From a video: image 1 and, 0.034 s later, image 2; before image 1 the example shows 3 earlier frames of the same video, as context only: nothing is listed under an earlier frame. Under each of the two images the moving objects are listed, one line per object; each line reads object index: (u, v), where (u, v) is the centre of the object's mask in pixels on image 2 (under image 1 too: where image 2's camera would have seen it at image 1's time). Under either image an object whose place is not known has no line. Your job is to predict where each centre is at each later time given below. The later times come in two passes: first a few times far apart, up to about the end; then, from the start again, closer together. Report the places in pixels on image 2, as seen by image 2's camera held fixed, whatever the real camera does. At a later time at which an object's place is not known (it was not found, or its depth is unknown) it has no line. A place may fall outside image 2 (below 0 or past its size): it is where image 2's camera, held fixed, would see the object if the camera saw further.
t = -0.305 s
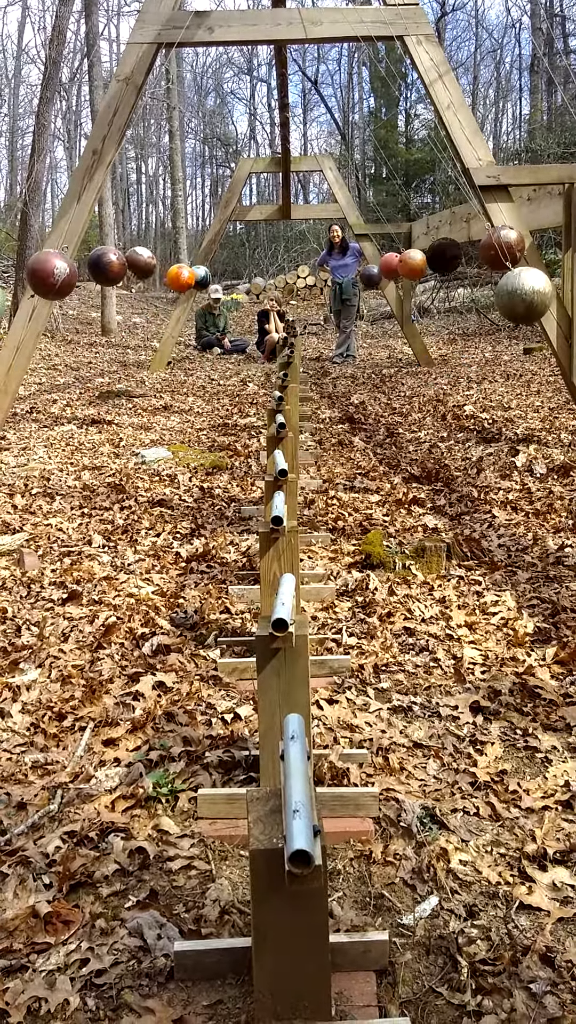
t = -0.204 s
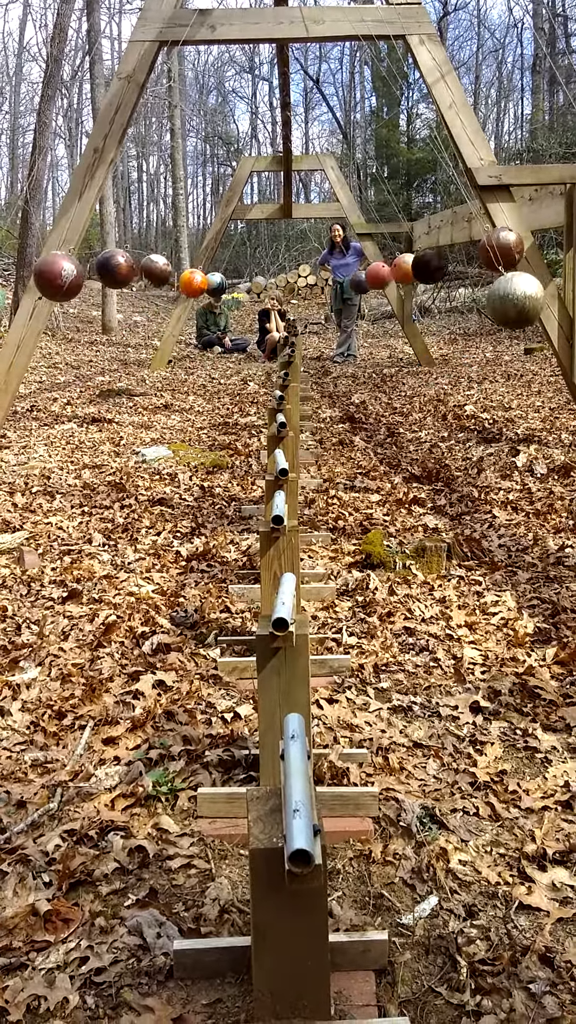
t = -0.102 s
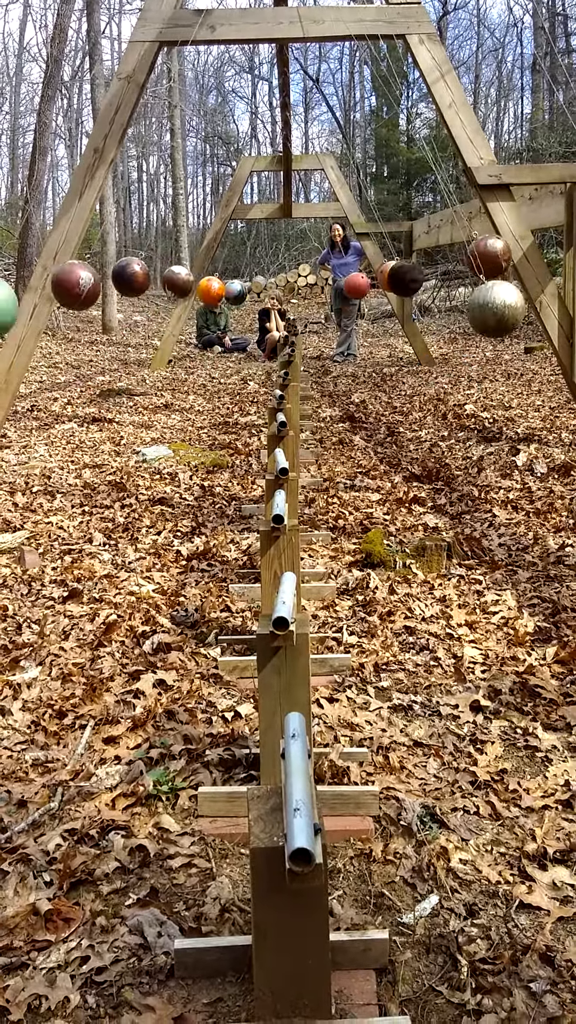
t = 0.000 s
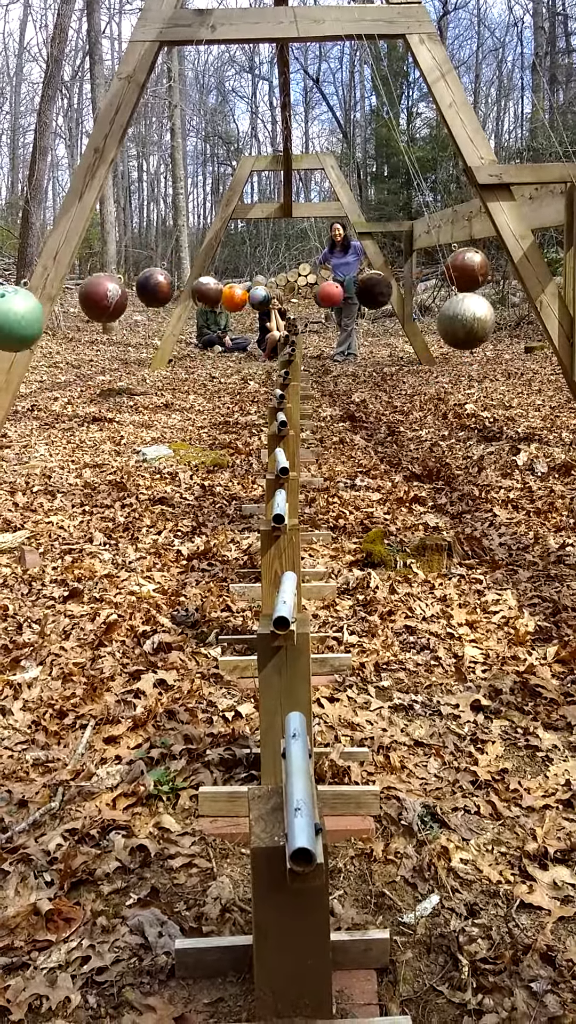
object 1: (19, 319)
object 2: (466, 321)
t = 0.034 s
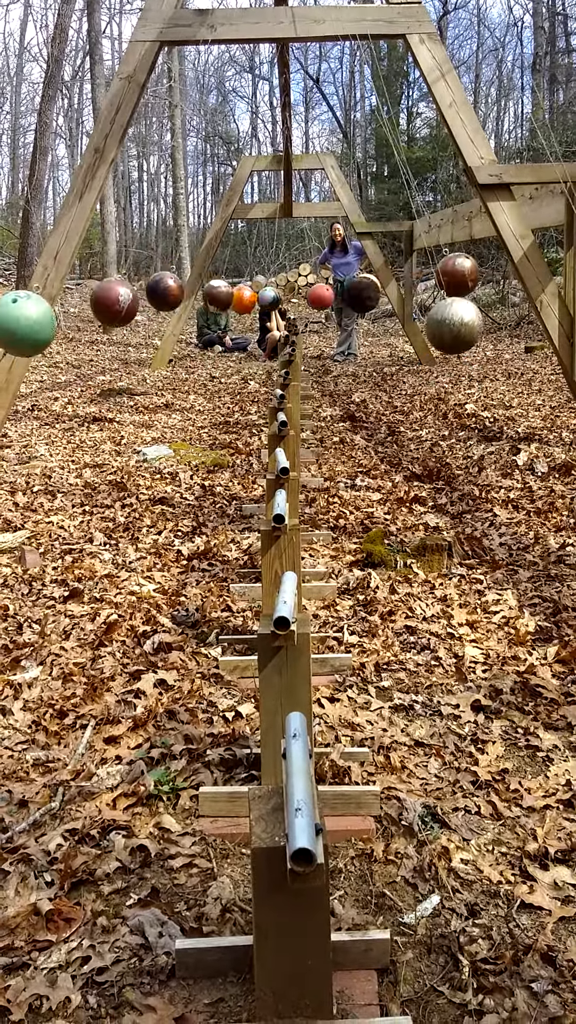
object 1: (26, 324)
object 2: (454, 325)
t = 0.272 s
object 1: (138, 361)
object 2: (346, 352)
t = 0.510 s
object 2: (222, 353)
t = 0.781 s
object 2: (107, 326)
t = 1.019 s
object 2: (59, 308)
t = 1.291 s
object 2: (74, 315)
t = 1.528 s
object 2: (146, 339)
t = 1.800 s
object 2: (270, 356)
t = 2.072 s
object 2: (399, 342)
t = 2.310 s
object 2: (484, 314)
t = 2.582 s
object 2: (522, 296)
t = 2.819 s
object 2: (496, 310)
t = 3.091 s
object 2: (399, 342)
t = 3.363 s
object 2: (262, 356)
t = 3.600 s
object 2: (148, 340)
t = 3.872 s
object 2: (71, 313)
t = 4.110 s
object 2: (63, 309)
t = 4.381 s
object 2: (120, 331)
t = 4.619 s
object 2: (217, 352)
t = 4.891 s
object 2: (339, 344)
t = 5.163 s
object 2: (461, 324)
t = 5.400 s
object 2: (515, 300)
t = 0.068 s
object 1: (36, 329)
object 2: (441, 330)
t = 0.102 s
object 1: (50, 334)
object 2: (427, 334)
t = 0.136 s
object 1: (66, 340)
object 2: (412, 339)
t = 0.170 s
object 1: (82, 345)
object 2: (397, 343)
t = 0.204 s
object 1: (99, 351)
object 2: (381, 346)
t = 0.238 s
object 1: (118, 356)
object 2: (364, 349)
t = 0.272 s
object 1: (138, 361)
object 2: (346, 352)
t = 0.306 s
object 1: (158, 365)
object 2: (329, 354)
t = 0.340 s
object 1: (179, 369)
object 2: (310, 356)
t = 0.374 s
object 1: (200, 372)
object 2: (293, 356)
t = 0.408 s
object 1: (223, 374)
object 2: (276, 357)
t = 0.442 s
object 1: (245, 375)
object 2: (266, 345)
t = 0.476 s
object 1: (267, 376)
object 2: (233, 350)
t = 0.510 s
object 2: (222, 353)
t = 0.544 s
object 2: (205, 351)
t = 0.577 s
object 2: (189, 349)
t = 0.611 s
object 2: (173, 346)
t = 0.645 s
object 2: (159, 342)
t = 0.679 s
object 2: (142, 337)
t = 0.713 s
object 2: (131, 333)
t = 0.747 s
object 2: (119, 329)
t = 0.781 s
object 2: (107, 326)
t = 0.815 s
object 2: (97, 324)
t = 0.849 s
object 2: (88, 320)
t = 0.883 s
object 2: (79, 317)
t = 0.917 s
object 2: (72, 314)
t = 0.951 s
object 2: (67, 312)
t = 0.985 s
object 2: (62, 310)
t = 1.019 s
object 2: (59, 308)
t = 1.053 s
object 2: (57, 307)
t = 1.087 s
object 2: (56, 306)
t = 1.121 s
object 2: (56, 307)
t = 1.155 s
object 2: (58, 307)
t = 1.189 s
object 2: (60, 308)
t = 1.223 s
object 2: (64, 310)
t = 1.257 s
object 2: (69, 312)
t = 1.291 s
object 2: (74, 315)
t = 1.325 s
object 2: (81, 318)
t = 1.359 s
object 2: (90, 321)
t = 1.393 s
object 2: (99, 324)
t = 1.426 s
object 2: (110, 328)
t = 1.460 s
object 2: (121, 332)
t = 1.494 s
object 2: (134, 336)
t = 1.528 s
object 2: (146, 339)
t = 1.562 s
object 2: (159, 342)
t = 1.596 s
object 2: (174, 345)
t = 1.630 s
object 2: (189, 348)
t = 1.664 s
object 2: (205, 350)
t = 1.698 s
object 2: (221, 353)
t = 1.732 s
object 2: (237, 354)
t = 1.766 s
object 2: (253, 355)
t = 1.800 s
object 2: (270, 356)
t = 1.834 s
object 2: (287, 356)
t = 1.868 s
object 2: (303, 356)
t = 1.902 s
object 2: (319, 354)
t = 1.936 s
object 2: (332, 339)
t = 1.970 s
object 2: (359, 346)
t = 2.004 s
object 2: (369, 348)
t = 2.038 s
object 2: (385, 344)
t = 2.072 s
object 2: (399, 342)
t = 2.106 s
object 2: (413, 339)
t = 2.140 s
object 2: (428, 334)
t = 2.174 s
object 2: (442, 330)
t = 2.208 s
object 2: (453, 326)
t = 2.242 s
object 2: (464, 322)
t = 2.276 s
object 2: (474, 317)
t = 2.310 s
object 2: (484, 314)
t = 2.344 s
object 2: (492, 310)
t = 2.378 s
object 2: (500, 307)
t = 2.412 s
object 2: (506, 304)
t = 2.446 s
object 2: (512, 302)
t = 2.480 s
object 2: (515, 299)
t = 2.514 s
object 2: (519, 298)
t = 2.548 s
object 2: (521, 297)
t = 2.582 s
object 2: (522, 296)
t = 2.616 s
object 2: (522, 296)
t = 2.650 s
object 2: (520, 297)
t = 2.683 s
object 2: (518, 298)
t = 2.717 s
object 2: (514, 300)
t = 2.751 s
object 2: (509, 303)
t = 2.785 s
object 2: (503, 306)
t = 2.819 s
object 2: (496, 310)
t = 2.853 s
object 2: (487, 313)
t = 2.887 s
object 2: (477, 317)
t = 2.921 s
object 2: (467, 321)
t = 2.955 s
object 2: (456, 325)
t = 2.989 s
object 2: (443, 329)
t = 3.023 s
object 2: (429, 334)
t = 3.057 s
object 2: (415, 338)
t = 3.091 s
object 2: (399, 342)
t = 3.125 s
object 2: (383, 344)
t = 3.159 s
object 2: (367, 348)
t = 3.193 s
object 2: (350, 351)
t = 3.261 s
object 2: (315, 355)
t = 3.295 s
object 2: (297, 356)
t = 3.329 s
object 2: (280, 356)
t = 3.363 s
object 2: (262, 356)
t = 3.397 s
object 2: (253, 350)
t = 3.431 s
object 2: (220, 344)
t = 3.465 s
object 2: (210, 351)
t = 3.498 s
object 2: (194, 349)
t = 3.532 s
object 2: (179, 346)
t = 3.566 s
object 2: (164, 344)
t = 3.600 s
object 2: (148, 340)
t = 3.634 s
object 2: (136, 336)
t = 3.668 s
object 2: (123, 333)
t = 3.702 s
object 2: (113, 329)
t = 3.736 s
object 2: (101, 326)
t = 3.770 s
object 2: (93, 323)
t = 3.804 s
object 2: (84, 319)
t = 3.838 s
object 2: (76, 316)
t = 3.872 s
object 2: (71, 313)
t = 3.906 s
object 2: (67, 311)
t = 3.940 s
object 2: (63, 310)
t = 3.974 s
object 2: (60, 309)
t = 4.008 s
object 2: (59, 309)
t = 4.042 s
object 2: (59, 309)
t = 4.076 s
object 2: (60, 309)
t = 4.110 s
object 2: (63, 309)
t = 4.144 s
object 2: (66, 312)
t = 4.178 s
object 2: (72, 314)
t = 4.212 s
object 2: (79, 317)
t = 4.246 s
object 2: (85, 318)
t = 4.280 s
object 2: (92, 321)
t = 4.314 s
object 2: (100, 324)
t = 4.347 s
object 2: (109, 327)
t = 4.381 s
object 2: (120, 331)
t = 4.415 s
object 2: (132, 335)
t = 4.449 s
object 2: (144, 338)
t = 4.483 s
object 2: (158, 342)
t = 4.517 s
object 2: (171, 345)
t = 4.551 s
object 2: (185, 347)
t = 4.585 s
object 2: (201, 350)
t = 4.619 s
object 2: (217, 352)
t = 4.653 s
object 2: (233, 354)
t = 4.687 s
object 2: (248, 355)
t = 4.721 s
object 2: (265, 356)
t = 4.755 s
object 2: (283, 356)
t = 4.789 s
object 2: (299, 356)
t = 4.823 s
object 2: (316, 355)
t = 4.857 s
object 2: (332, 353)
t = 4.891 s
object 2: (339, 344)
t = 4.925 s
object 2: (371, 338)
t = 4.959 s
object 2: (379, 346)
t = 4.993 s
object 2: (394, 344)
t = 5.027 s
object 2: (410, 341)
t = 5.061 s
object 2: (426, 339)
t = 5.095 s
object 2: (438, 332)
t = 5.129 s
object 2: (451, 328)
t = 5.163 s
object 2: (461, 324)
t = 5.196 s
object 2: (473, 320)
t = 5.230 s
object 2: (482, 316)
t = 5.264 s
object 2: (490, 312)
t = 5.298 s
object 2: (499, 309)
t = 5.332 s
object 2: (505, 306)
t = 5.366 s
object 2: (511, 304)
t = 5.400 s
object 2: (515, 300)
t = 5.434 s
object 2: (519, 299)
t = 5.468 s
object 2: (521, 297)
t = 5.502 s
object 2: (521, 297)
